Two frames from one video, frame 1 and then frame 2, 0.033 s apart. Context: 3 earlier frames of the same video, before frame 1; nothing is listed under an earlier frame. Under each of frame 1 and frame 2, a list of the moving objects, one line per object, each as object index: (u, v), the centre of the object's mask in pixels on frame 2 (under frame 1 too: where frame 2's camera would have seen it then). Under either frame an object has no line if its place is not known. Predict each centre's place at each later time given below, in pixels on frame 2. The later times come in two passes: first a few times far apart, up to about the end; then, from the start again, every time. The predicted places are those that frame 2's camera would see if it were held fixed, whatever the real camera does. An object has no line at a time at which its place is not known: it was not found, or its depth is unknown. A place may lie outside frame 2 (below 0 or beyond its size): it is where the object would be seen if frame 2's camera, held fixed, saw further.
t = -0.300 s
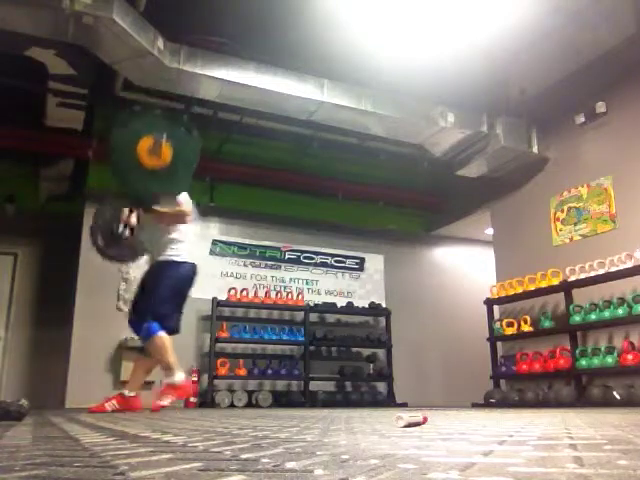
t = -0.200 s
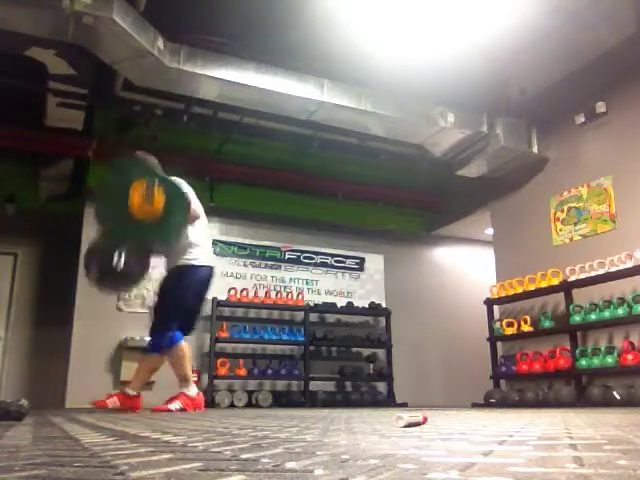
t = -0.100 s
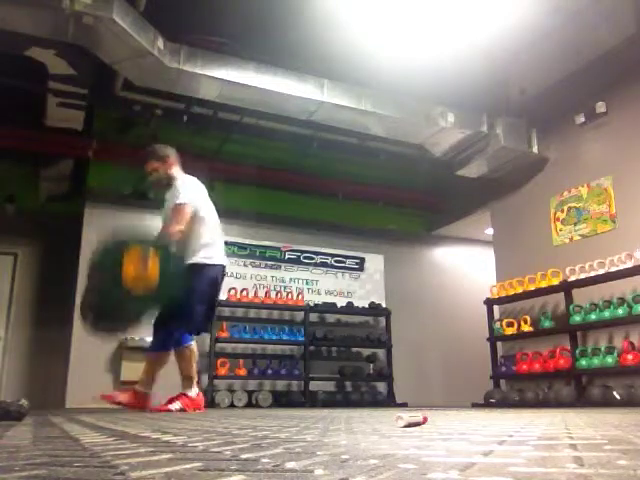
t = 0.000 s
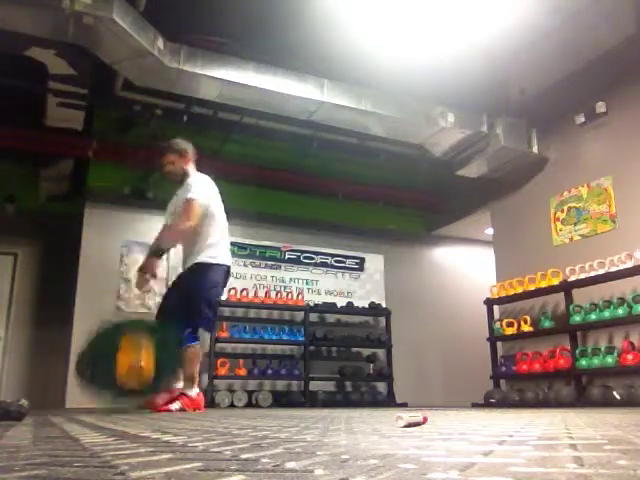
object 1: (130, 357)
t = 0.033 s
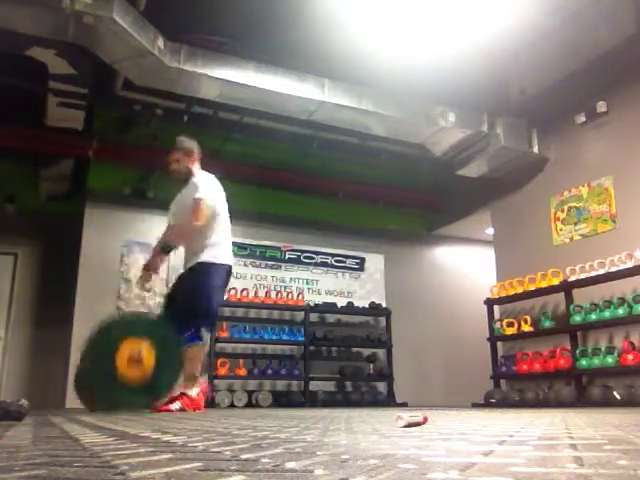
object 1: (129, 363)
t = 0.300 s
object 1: (127, 341)
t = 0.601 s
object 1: (117, 364)
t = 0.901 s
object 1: (111, 363)
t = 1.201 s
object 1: (106, 362)
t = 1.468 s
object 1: (104, 362)
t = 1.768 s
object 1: (105, 362)
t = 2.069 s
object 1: (107, 362)
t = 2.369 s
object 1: (108, 362)
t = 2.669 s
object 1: (108, 362)
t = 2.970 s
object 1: (108, 362)
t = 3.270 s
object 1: (108, 362)
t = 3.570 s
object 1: (108, 362)
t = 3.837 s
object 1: (108, 362)
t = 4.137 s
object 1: (108, 363)
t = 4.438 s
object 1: (108, 363)
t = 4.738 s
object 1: (108, 363)
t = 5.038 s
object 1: (108, 363)
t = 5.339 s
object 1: (108, 363)
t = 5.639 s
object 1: (108, 363)
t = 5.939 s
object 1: (108, 363)
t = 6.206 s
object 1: (108, 363)
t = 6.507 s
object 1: (108, 363)
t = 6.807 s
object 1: (108, 363)
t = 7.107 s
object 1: (108, 363)
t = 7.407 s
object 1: (109, 363)
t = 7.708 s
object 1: (109, 363)
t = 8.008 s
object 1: (108, 363)
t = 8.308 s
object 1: (108, 363)
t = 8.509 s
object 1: (108, 363)
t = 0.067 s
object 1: (128, 353)
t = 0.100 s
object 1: (126, 344)
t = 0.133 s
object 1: (129, 339)
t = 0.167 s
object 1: (128, 335)
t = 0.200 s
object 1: (128, 333)
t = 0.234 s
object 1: (128, 334)
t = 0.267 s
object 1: (128, 336)
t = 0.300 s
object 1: (127, 341)
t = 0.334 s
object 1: (125, 350)
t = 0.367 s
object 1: (123, 360)
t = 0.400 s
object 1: (122, 365)
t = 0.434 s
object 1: (121, 361)
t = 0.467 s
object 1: (120, 358)
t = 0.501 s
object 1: (119, 357)
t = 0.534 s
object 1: (119, 357)
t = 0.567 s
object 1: (118, 360)
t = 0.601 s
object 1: (117, 364)
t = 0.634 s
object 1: (116, 363)
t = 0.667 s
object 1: (115, 361)
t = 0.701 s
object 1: (115, 361)
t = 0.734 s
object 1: (114, 362)
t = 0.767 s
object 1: (113, 363)
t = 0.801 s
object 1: (113, 362)
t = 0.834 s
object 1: (112, 363)
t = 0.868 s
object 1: (112, 363)
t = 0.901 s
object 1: (111, 363)
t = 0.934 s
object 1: (110, 362)
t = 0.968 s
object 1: (109, 362)
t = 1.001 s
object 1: (109, 362)
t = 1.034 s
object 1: (108, 362)
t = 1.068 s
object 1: (108, 362)
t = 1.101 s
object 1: (107, 362)
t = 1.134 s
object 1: (107, 362)
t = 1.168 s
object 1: (106, 362)
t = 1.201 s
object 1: (106, 362)
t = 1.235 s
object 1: (106, 362)
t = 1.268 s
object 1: (106, 362)
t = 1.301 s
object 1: (106, 362)
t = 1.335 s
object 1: (105, 362)
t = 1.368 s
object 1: (105, 362)
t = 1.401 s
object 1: (105, 362)
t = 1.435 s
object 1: (104, 362)
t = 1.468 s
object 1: (104, 362)
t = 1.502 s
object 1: (104, 362)
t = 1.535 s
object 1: (104, 362)
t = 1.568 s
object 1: (104, 362)
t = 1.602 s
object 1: (104, 362)
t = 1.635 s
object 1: (104, 362)
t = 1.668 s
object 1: (105, 362)
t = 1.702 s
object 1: (105, 362)
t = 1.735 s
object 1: (105, 362)
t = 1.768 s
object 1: (105, 362)
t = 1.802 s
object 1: (105, 362)
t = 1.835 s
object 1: (105, 362)
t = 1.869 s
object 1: (106, 362)
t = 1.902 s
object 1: (106, 362)
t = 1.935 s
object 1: (106, 362)
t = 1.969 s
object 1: (107, 362)
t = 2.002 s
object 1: (107, 362)
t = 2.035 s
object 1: (107, 362)
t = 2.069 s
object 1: (107, 362)
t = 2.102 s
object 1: (107, 362)
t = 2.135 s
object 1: (108, 362)
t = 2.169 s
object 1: (108, 362)
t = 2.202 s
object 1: (108, 362)
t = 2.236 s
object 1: (108, 362)
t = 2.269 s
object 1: (108, 362)
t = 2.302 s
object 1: (108, 362)
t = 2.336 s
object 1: (108, 362)
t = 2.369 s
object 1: (108, 362)
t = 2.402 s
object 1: (108, 362)
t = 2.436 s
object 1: (108, 362)
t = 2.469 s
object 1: (108, 362)
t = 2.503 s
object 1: (108, 362)
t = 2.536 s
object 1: (108, 362)
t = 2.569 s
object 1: (108, 362)
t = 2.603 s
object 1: (108, 362)
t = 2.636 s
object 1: (108, 362)
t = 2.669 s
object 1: (108, 362)
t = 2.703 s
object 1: (108, 362)
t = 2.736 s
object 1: (108, 362)
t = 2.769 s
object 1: (108, 362)
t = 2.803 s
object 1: (108, 362)
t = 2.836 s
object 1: (108, 362)
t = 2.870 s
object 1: (108, 362)
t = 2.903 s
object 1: (108, 362)
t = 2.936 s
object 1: (108, 362)
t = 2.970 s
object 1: (108, 362)
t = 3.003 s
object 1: (108, 362)
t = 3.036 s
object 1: (108, 362)
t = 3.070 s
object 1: (108, 362)
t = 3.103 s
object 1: (108, 362)
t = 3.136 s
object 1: (108, 362)
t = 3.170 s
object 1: (108, 362)
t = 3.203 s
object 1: (108, 362)
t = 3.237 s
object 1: (108, 362)
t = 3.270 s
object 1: (108, 362)
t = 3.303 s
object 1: (108, 362)
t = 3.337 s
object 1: (108, 362)
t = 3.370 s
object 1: (108, 362)
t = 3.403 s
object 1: (108, 362)
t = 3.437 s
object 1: (108, 362)
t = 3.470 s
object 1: (108, 362)
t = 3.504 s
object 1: (108, 362)
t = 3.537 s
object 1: (108, 362)
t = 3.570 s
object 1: (108, 362)
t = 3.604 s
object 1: (108, 362)
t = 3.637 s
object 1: (108, 362)
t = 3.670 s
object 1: (108, 362)
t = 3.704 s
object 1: (108, 362)
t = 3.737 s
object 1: (108, 362)
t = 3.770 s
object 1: (108, 362)
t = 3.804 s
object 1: (108, 362)
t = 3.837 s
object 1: (108, 362)
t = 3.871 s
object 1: (108, 362)
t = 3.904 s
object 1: (108, 362)
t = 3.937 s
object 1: (108, 362)
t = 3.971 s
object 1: (108, 362)
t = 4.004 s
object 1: (108, 362)
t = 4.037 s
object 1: (108, 362)
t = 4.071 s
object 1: (108, 363)
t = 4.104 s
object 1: (108, 362)
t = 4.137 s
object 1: (108, 363)
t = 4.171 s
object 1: (108, 362)
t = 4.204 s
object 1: (108, 363)
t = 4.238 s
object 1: (108, 363)
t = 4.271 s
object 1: (108, 363)
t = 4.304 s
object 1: (108, 363)
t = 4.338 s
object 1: (108, 363)
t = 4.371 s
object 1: (108, 363)
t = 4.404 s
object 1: (108, 363)
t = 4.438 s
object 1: (108, 363)
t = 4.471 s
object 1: (108, 363)
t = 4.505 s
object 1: (108, 363)
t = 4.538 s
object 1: (108, 363)
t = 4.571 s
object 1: (108, 363)
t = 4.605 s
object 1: (108, 363)
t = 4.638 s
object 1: (108, 363)
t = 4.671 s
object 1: (108, 363)
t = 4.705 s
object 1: (108, 363)
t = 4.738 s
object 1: (108, 363)
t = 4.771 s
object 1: (108, 363)
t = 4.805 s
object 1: (108, 363)
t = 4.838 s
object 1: (108, 363)
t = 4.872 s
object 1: (108, 363)
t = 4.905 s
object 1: (108, 363)
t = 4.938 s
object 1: (108, 363)
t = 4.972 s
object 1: (108, 363)
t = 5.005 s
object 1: (108, 363)
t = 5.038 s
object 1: (108, 363)
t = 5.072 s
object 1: (108, 363)
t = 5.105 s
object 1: (108, 363)
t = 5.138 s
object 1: (108, 363)
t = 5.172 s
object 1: (108, 363)
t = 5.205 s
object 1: (108, 363)
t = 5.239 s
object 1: (108, 363)
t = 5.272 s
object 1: (108, 363)
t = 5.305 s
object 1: (108, 363)
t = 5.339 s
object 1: (108, 363)
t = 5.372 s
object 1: (108, 363)
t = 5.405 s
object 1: (108, 363)
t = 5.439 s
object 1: (108, 363)
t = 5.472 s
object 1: (108, 363)
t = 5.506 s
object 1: (108, 363)
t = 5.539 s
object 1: (108, 363)
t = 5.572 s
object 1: (108, 363)
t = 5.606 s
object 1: (108, 363)
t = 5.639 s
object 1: (108, 363)
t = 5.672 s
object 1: (108, 363)
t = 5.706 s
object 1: (108, 363)
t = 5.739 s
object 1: (108, 363)
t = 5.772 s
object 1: (108, 363)
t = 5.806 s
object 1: (108, 363)
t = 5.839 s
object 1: (108, 363)
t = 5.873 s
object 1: (108, 363)
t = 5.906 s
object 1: (108, 363)
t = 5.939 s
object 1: (108, 363)
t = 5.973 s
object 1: (108, 363)
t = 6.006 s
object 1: (108, 363)
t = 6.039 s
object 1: (108, 363)
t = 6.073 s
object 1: (108, 363)
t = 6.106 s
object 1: (108, 363)
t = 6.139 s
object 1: (108, 363)
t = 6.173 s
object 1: (108, 363)
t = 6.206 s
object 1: (108, 363)
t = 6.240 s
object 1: (108, 363)
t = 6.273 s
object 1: (108, 363)
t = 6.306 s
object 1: (108, 363)
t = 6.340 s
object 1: (108, 363)
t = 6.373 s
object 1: (108, 363)
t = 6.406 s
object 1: (108, 363)
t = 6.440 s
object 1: (108, 363)
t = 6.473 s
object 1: (108, 363)
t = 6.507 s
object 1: (108, 363)
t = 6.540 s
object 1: (108, 363)
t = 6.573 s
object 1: (108, 363)
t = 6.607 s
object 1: (108, 363)
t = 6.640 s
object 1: (108, 363)
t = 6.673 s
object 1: (108, 363)
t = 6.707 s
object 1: (108, 363)
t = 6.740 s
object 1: (108, 363)
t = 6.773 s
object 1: (108, 363)
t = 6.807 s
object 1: (108, 363)
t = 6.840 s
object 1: (108, 363)
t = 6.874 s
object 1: (108, 363)
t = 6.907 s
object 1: (108, 363)
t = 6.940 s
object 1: (108, 363)
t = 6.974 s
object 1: (108, 363)
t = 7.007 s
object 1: (108, 363)
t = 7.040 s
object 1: (108, 363)
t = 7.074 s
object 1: (108, 363)
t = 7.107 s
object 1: (108, 363)
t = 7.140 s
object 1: (108, 363)
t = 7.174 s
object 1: (108, 363)
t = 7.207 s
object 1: (108, 363)
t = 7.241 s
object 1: (108, 363)
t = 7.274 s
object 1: (108, 363)
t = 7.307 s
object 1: (109, 363)
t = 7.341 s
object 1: (109, 363)
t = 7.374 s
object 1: (109, 363)
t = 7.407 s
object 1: (109, 363)
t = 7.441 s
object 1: (109, 363)
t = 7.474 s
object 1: (109, 363)
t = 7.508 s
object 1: (109, 363)
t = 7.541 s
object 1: (109, 363)
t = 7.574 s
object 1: (109, 363)
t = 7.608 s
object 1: (109, 363)
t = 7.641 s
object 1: (109, 363)
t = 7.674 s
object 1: (109, 363)
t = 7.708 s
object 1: (109, 363)
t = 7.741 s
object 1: (109, 363)
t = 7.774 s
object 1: (109, 363)
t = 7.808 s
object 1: (109, 363)
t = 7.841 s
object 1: (108, 363)
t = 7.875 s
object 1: (108, 363)
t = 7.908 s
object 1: (108, 363)
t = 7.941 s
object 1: (108, 363)
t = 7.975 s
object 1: (108, 363)
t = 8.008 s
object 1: (108, 363)
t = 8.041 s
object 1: (108, 363)
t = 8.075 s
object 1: (108, 363)
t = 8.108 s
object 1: (108, 363)
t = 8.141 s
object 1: (108, 363)
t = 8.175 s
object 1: (108, 363)
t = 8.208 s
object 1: (108, 363)
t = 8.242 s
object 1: (108, 363)
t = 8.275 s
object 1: (108, 363)
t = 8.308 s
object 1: (108, 363)
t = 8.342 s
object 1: (108, 363)
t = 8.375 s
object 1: (108, 362)
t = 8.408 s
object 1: (108, 363)
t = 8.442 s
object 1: (108, 362)
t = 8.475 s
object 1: (108, 362)
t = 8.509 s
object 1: (108, 363)
